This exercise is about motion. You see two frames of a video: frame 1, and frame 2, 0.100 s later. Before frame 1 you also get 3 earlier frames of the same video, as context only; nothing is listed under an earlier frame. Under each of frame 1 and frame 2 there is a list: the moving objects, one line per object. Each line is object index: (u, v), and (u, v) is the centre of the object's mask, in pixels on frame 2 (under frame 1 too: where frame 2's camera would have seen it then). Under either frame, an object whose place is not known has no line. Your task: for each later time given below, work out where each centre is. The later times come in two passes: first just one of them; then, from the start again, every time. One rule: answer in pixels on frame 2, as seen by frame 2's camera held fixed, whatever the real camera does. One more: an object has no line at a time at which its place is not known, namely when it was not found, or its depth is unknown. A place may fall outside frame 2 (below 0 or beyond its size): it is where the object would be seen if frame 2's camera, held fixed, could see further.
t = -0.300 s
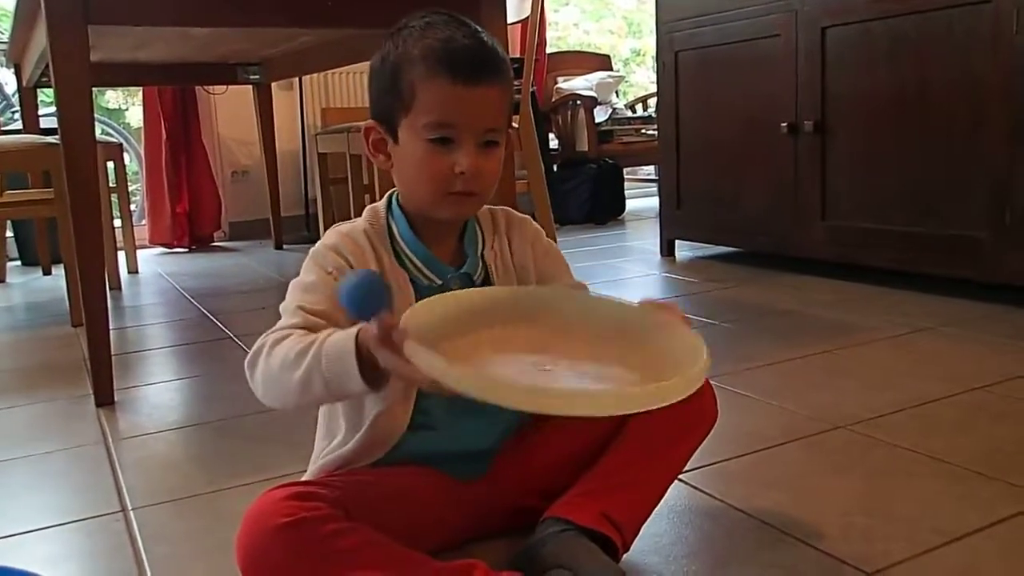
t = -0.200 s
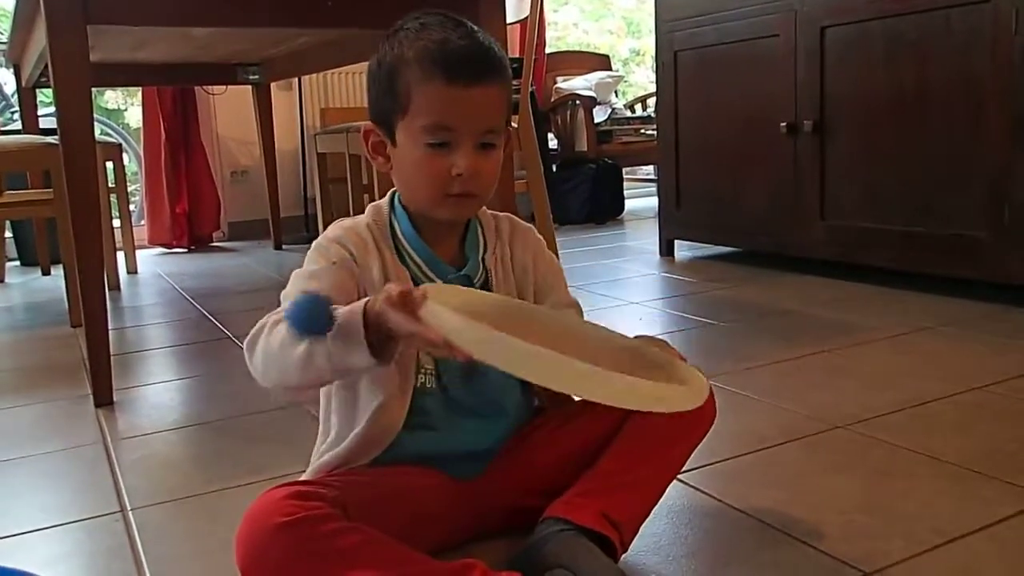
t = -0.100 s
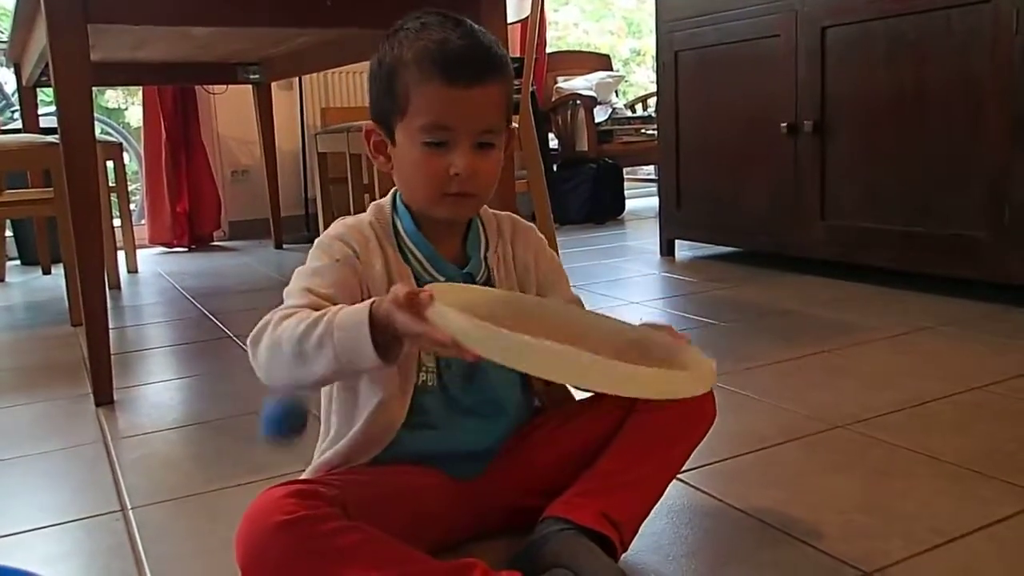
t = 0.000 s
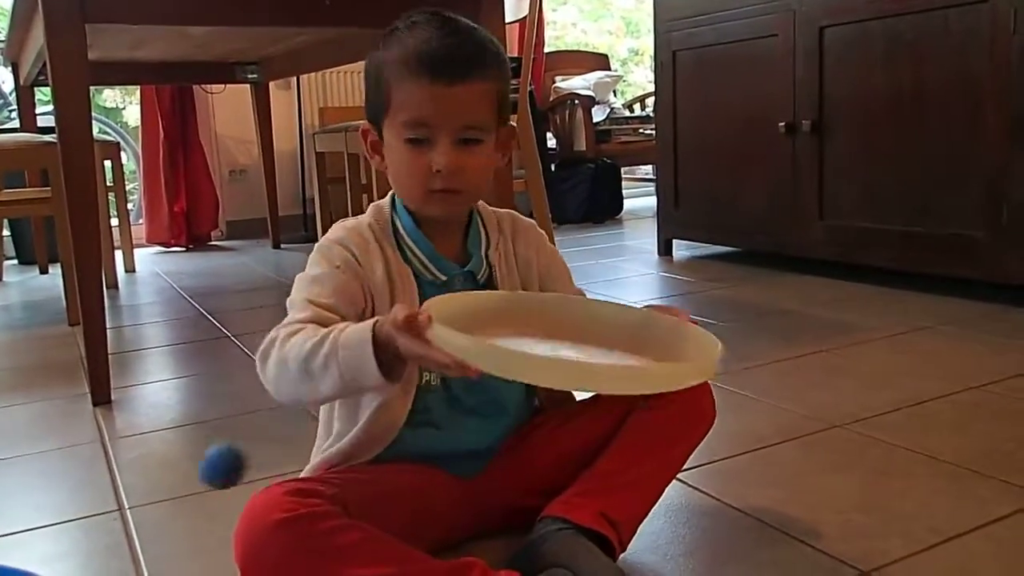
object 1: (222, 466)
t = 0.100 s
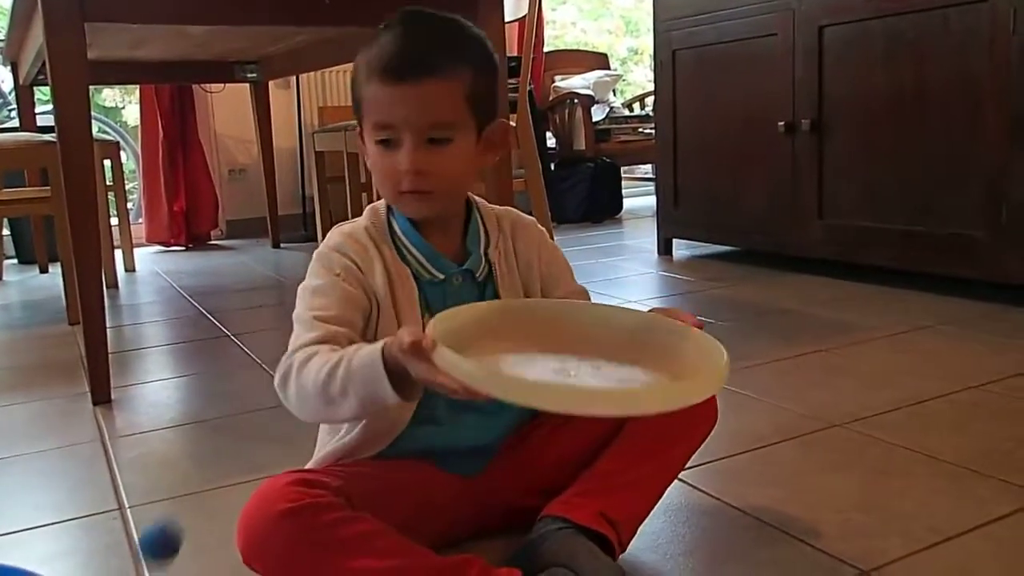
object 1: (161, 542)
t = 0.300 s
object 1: (80, 492)
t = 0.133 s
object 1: (144, 569)
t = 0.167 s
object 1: (126, 543)
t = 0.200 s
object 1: (113, 516)
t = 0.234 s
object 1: (101, 497)
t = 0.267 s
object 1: (89, 490)
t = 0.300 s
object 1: (80, 492)
